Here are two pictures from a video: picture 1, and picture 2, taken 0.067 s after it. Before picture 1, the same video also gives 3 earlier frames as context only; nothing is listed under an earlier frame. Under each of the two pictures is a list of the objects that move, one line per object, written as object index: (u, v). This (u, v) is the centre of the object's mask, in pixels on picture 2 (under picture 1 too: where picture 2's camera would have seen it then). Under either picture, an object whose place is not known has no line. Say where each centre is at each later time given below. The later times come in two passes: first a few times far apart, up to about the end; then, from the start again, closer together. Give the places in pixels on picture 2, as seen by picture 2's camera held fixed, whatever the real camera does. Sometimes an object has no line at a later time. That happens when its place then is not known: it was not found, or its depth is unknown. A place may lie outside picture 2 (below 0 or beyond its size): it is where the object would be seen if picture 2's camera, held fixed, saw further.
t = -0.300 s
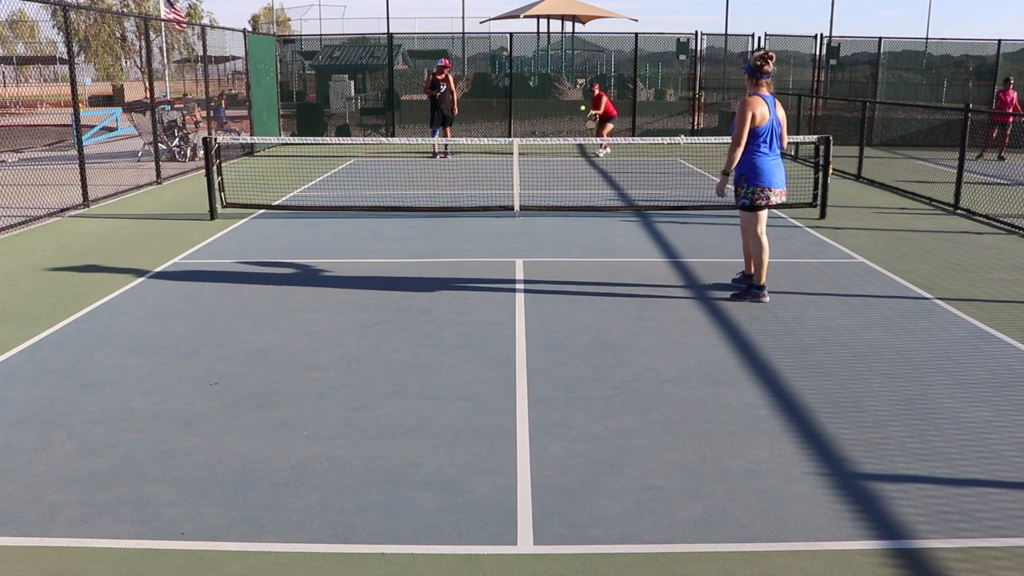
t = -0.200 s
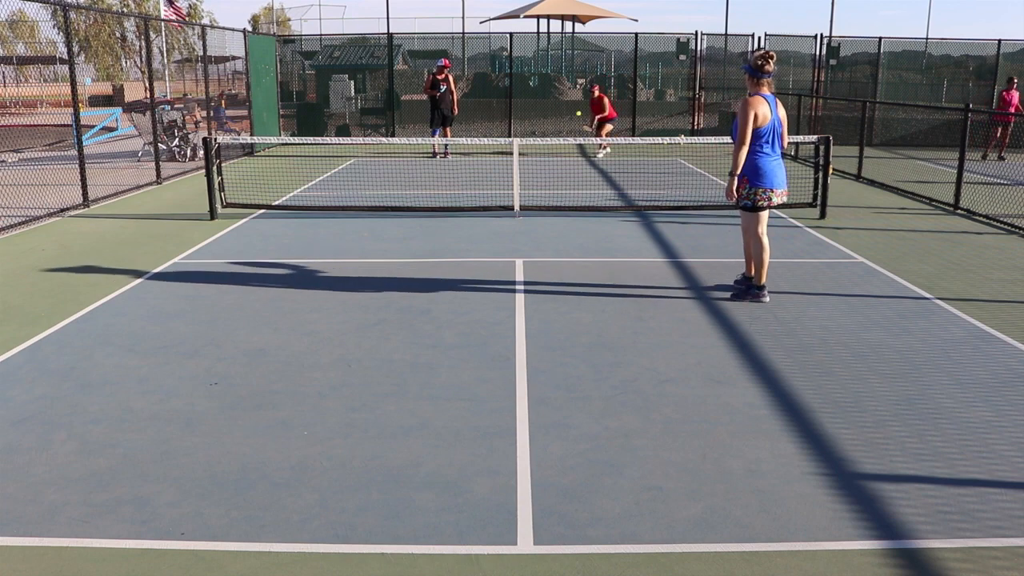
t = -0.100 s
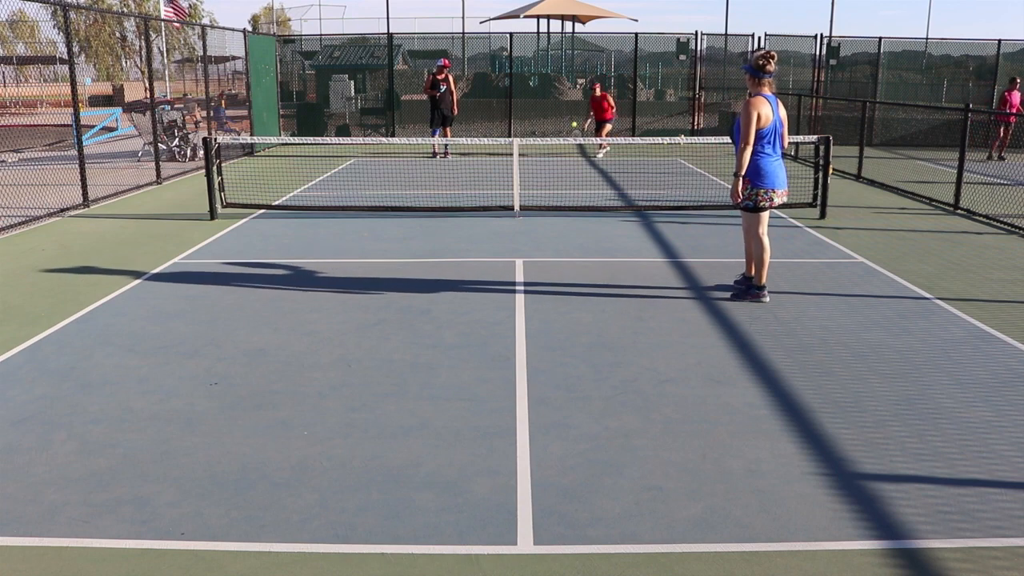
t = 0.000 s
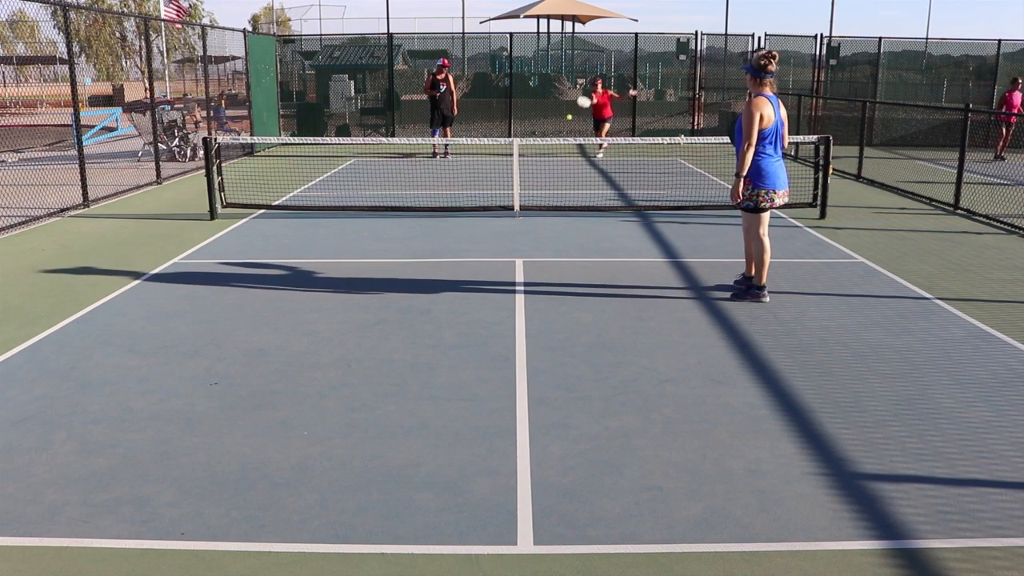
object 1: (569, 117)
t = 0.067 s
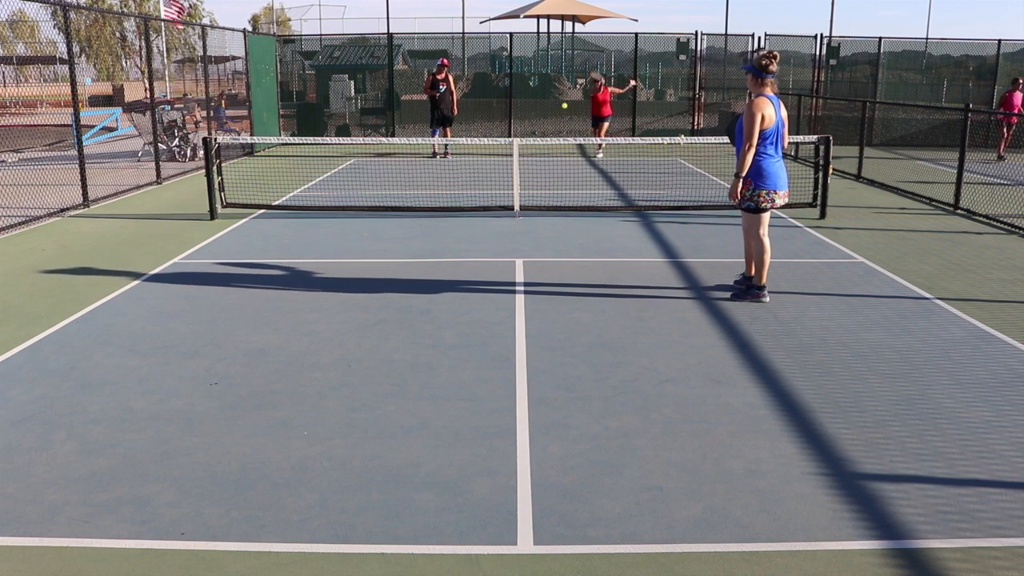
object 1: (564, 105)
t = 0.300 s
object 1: (535, 87)
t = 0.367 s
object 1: (523, 92)
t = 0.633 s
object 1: (447, 185)
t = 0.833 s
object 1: (350, 307)
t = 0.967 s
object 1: (262, 292)
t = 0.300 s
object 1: (535, 87)
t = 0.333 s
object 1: (529, 89)
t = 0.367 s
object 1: (523, 92)
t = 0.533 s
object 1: (481, 132)
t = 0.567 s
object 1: (471, 148)
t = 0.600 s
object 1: (459, 164)
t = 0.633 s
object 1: (447, 185)
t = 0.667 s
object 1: (434, 208)
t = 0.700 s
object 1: (419, 236)
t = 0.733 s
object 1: (402, 269)
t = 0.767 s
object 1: (385, 306)
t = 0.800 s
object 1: (368, 315)
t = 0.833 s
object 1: (350, 307)
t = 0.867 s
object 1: (331, 300)
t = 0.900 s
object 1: (310, 295)
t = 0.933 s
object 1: (287, 292)
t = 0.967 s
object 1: (262, 292)
